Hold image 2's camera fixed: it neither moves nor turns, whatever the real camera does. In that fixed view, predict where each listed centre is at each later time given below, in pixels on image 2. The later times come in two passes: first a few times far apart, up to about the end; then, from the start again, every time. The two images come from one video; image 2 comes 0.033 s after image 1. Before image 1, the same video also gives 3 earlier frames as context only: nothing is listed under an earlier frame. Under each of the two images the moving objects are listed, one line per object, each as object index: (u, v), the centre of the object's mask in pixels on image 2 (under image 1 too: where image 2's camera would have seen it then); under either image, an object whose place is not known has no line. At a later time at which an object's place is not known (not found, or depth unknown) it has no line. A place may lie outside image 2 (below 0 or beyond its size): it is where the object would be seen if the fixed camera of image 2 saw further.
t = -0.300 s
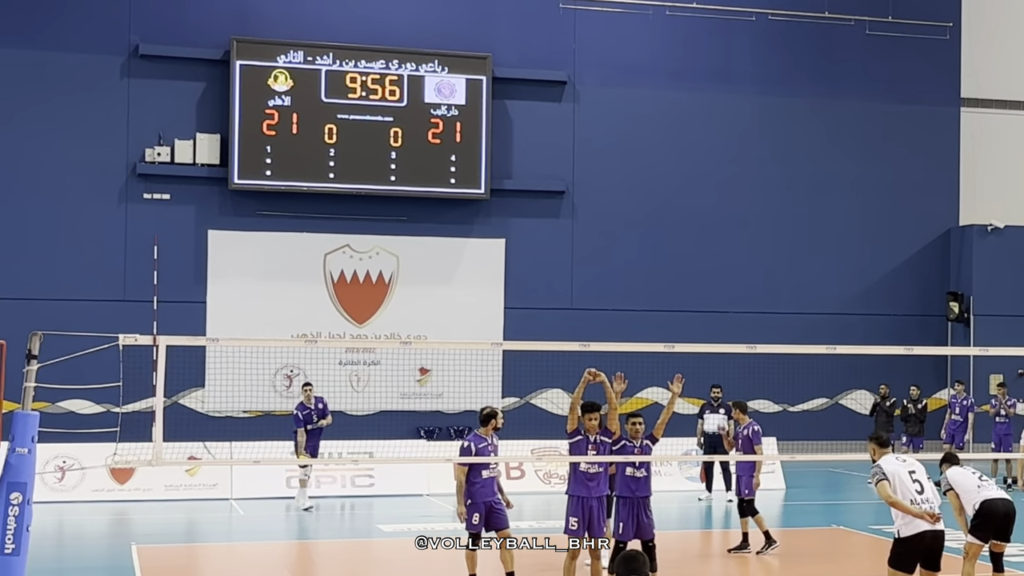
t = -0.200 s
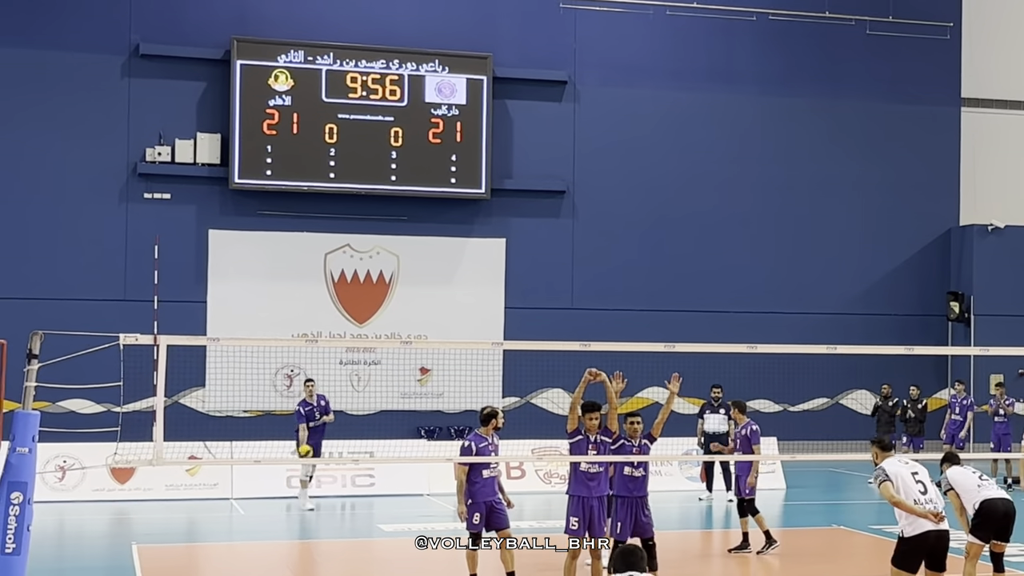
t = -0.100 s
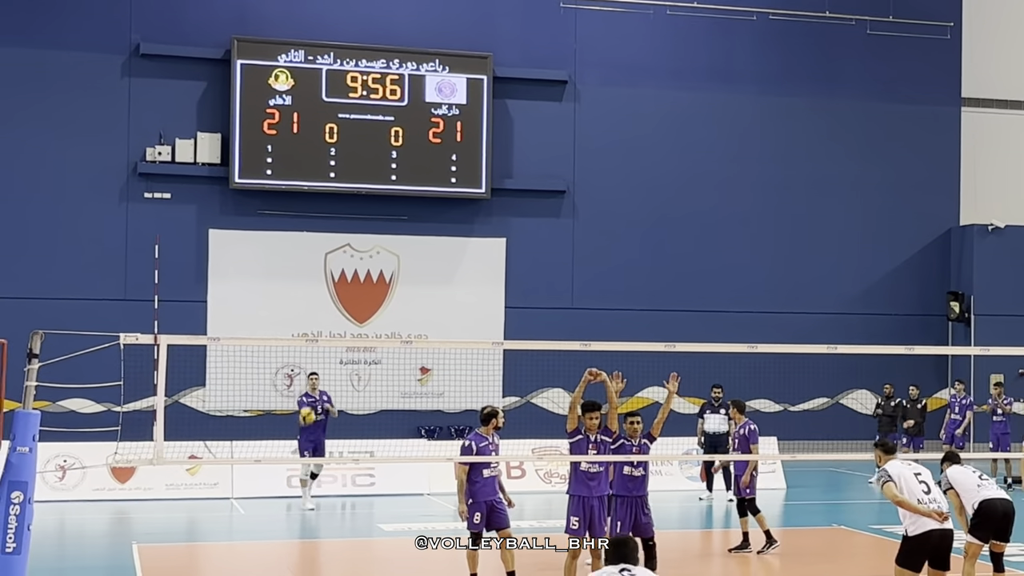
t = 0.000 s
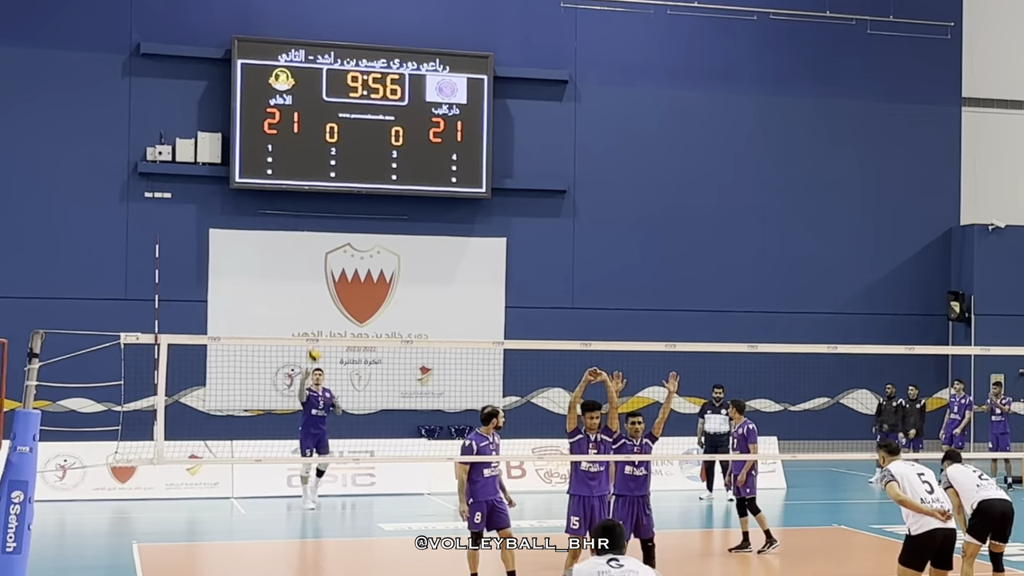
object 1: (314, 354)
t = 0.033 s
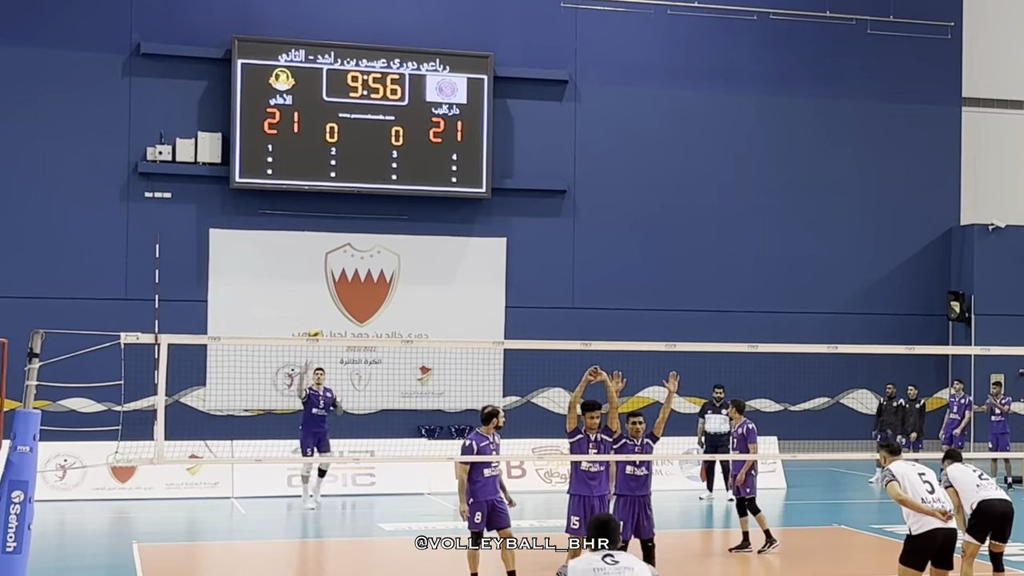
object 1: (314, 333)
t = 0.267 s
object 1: (331, 222)
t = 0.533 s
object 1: (348, 138)
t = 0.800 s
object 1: (363, 105)
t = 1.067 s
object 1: (378, 123)
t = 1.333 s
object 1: (392, 196)
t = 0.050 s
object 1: (316, 326)
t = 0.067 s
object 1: (317, 316)
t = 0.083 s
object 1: (318, 308)
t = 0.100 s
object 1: (320, 299)
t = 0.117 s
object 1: (321, 291)
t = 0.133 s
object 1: (322, 282)
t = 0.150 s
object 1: (323, 273)
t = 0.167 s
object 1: (323, 265)
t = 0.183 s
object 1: (326, 258)
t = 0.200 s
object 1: (327, 250)
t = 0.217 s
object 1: (327, 243)
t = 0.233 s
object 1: (329, 235)
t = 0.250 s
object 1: (330, 228)
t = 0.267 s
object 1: (331, 222)
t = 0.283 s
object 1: (332, 215)
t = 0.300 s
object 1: (333, 208)
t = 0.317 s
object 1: (334, 202)
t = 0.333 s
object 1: (335, 196)
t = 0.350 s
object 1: (336, 191)
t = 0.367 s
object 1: (338, 184)
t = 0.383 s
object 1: (339, 178)
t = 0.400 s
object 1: (339, 173)
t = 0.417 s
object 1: (340, 168)
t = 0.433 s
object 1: (341, 163)
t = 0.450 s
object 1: (342, 159)
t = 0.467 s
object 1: (343, 155)
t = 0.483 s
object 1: (344, 150)
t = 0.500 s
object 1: (345, 146)
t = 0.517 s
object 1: (347, 142)
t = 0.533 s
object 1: (348, 138)
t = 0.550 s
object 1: (349, 134)
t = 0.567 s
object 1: (350, 131)
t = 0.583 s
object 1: (351, 128)
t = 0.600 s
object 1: (352, 125)
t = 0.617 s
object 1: (353, 123)
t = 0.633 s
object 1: (354, 120)
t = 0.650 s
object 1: (354, 117)
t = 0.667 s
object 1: (356, 115)
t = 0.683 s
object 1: (357, 113)
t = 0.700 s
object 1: (358, 111)
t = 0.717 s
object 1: (359, 110)
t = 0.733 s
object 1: (360, 109)
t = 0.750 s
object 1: (360, 107)
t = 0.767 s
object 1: (362, 106)
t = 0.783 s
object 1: (363, 105)
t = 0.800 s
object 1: (363, 105)
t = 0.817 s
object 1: (365, 104)
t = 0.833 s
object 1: (365, 104)
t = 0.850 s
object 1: (366, 104)
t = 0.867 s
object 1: (367, 104)
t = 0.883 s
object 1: (368, 105)
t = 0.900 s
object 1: (369, 105)
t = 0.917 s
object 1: (370, 106)
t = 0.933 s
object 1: (371, 107)
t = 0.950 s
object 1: (372, 108)
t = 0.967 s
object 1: (373, 109)
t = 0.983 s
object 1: (374, 111)
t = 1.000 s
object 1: (375, 113)
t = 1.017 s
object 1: (376, 115)
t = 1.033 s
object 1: (377, 118)
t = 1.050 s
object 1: (377, 121)
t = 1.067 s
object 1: (378, 123)
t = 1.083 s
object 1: (379, 125)
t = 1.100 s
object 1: (380, 129)
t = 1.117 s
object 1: (381, 132)
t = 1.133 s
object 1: (382, 136)
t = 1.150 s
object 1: (383, 139)
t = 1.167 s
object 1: (383, 143)
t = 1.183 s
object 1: (384, 147)
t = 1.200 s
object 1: (385, 152)
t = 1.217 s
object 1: (387, 157)
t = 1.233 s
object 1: (387, 161)
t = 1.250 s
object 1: (388, 166)
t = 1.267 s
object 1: (389, 171)
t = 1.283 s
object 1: (390, 176)
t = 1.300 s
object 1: (391, 182)
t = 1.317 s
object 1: (391, 189)
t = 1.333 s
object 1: (392, 196)
